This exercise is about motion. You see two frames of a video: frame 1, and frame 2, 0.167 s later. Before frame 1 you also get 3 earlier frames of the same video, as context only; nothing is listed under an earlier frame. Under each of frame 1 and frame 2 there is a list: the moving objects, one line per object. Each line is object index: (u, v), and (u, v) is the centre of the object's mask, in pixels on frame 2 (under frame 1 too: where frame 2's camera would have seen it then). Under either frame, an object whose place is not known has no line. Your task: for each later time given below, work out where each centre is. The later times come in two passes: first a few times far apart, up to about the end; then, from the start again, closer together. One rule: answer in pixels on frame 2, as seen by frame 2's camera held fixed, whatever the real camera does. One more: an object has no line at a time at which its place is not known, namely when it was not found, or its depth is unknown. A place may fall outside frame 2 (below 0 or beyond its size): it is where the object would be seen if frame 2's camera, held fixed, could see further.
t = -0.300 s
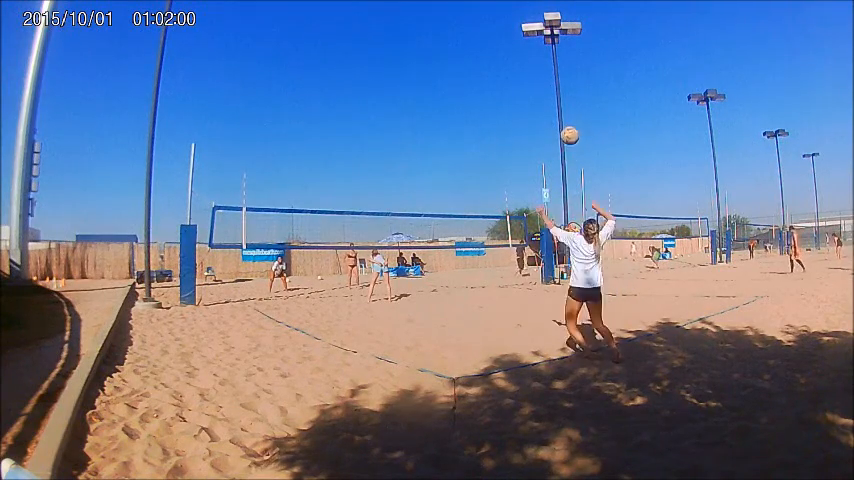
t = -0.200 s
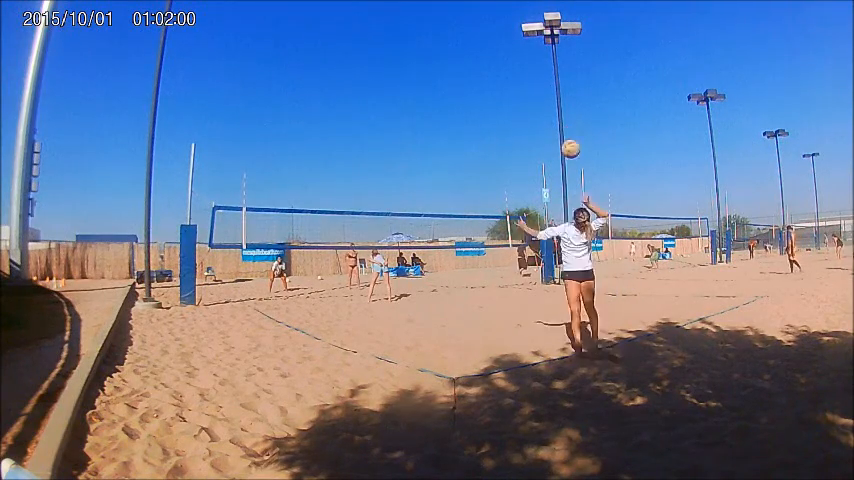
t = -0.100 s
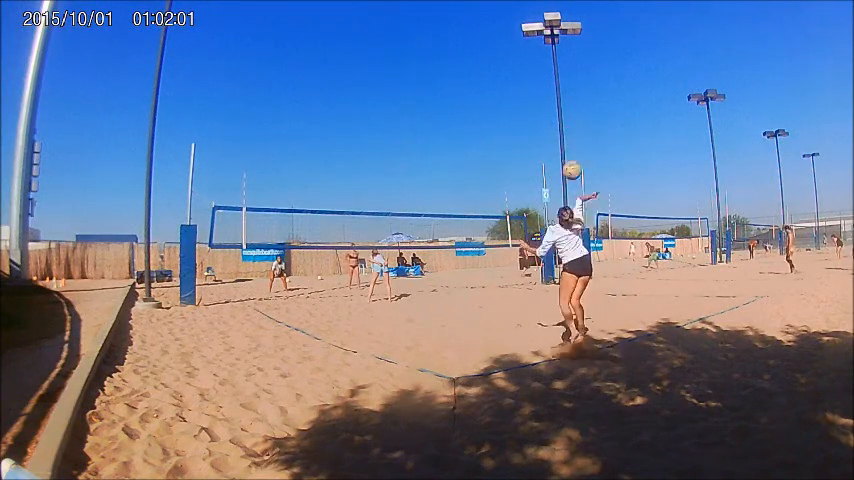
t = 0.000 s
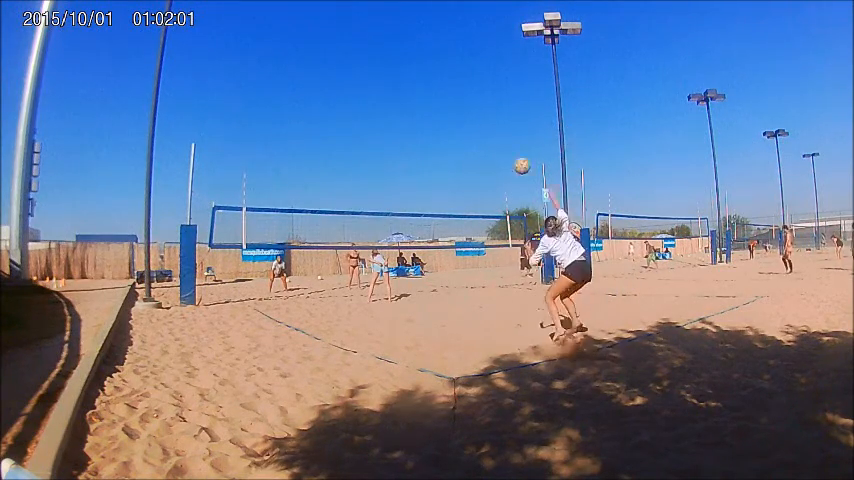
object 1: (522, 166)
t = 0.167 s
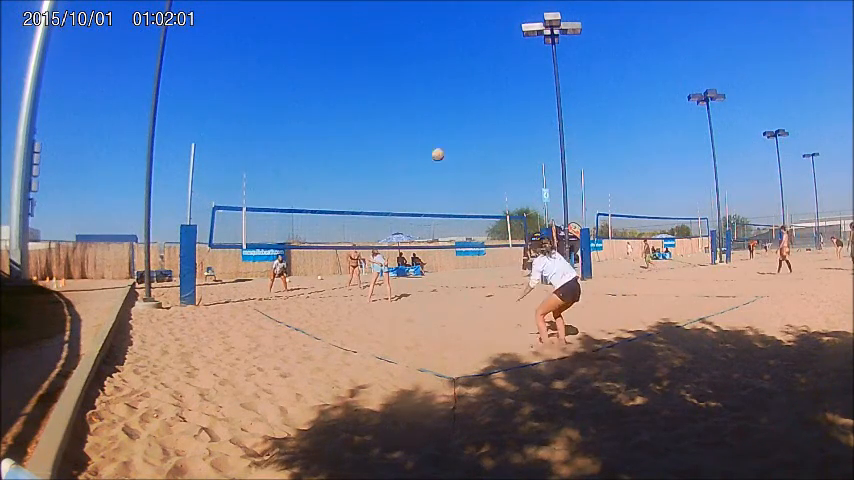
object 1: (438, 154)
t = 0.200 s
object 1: (425, 155)
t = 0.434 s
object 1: (365, 169)
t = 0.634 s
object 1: (335, 194)
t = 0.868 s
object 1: (312, 228)
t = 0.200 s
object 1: (425, 155)
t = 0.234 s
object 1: (414, 155)
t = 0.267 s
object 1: (404, 157)
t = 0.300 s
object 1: (395, 158)
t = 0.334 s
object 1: (387, 161)
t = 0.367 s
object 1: (379, 163)
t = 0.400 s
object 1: (372, 166)
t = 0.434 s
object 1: (365, 169)
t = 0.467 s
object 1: (360, 173)
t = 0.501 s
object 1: (354, 177)
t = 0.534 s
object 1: (349, 181)
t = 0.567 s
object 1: (344, 185)
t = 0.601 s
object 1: (340, 189)
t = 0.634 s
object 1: (335, 194)
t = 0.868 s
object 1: (312, 228)
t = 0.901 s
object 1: (310, 234)
